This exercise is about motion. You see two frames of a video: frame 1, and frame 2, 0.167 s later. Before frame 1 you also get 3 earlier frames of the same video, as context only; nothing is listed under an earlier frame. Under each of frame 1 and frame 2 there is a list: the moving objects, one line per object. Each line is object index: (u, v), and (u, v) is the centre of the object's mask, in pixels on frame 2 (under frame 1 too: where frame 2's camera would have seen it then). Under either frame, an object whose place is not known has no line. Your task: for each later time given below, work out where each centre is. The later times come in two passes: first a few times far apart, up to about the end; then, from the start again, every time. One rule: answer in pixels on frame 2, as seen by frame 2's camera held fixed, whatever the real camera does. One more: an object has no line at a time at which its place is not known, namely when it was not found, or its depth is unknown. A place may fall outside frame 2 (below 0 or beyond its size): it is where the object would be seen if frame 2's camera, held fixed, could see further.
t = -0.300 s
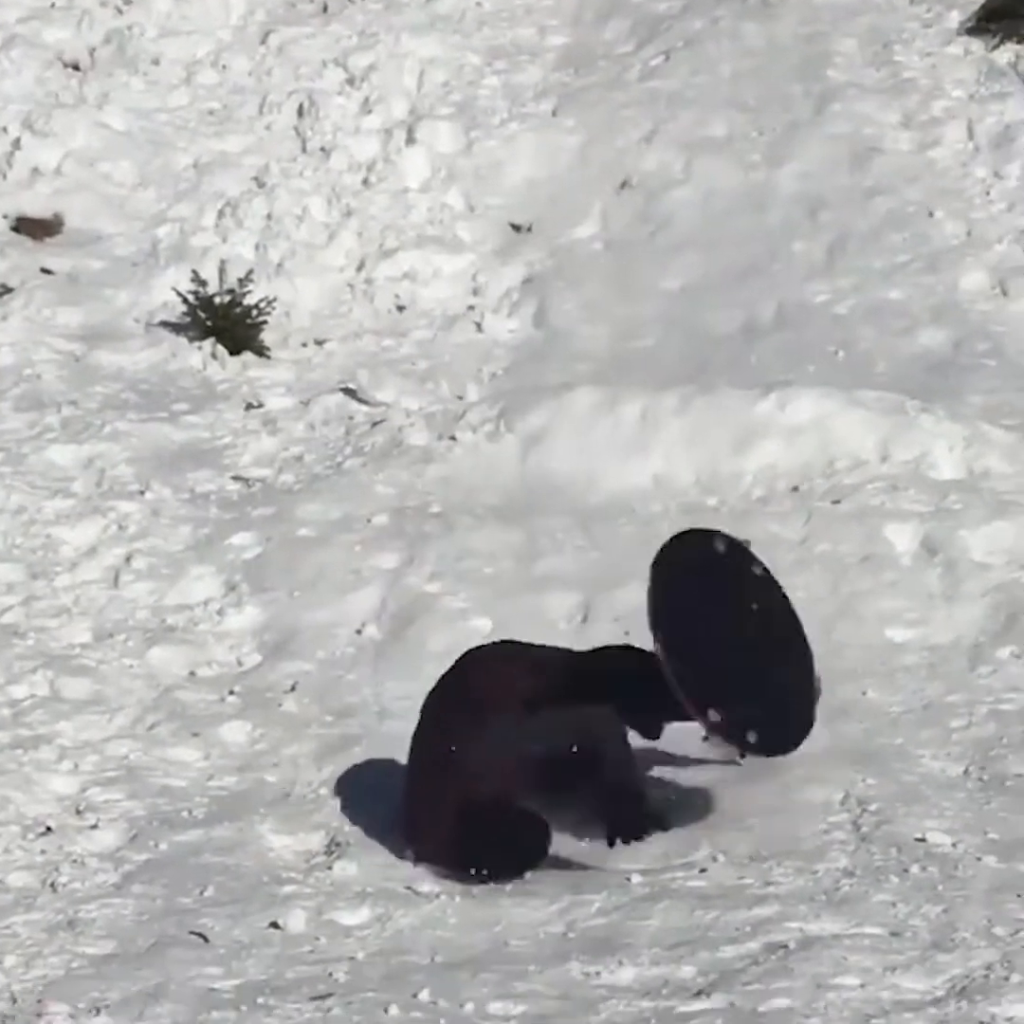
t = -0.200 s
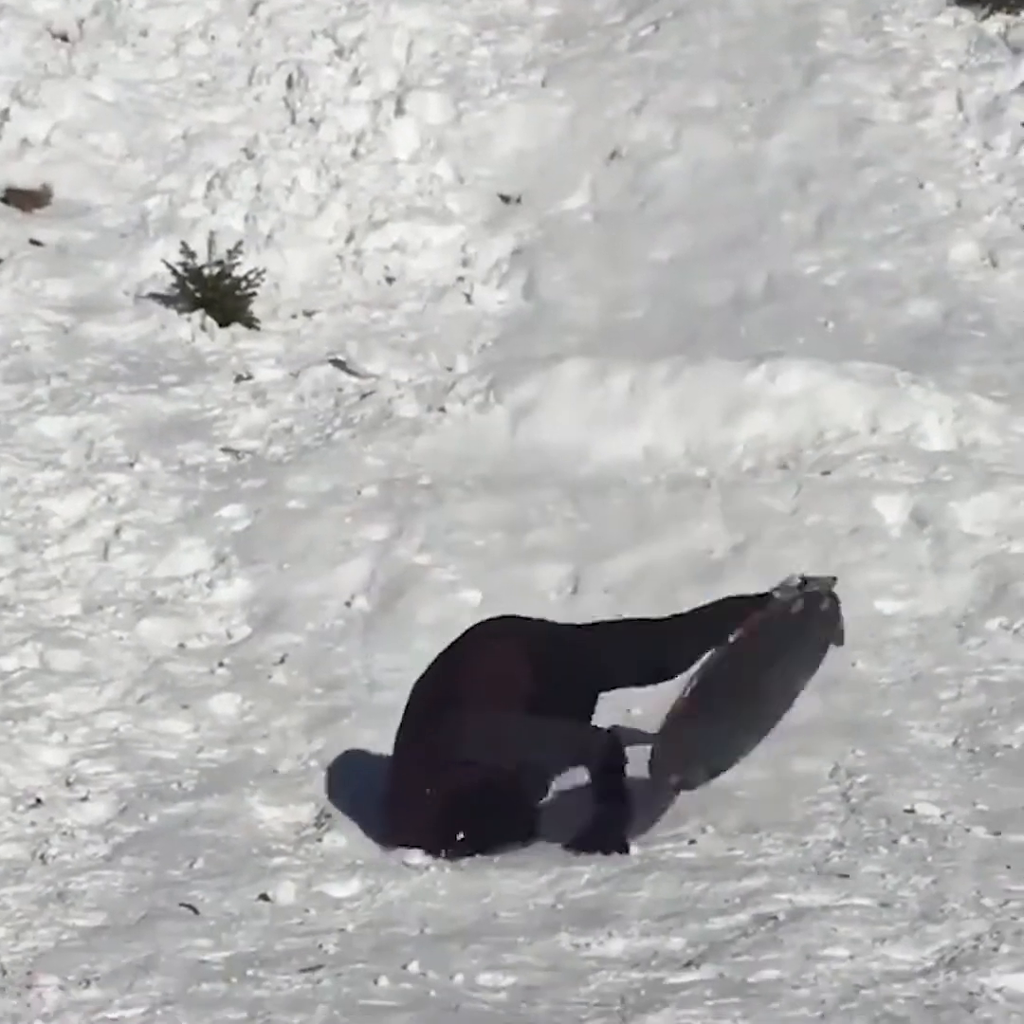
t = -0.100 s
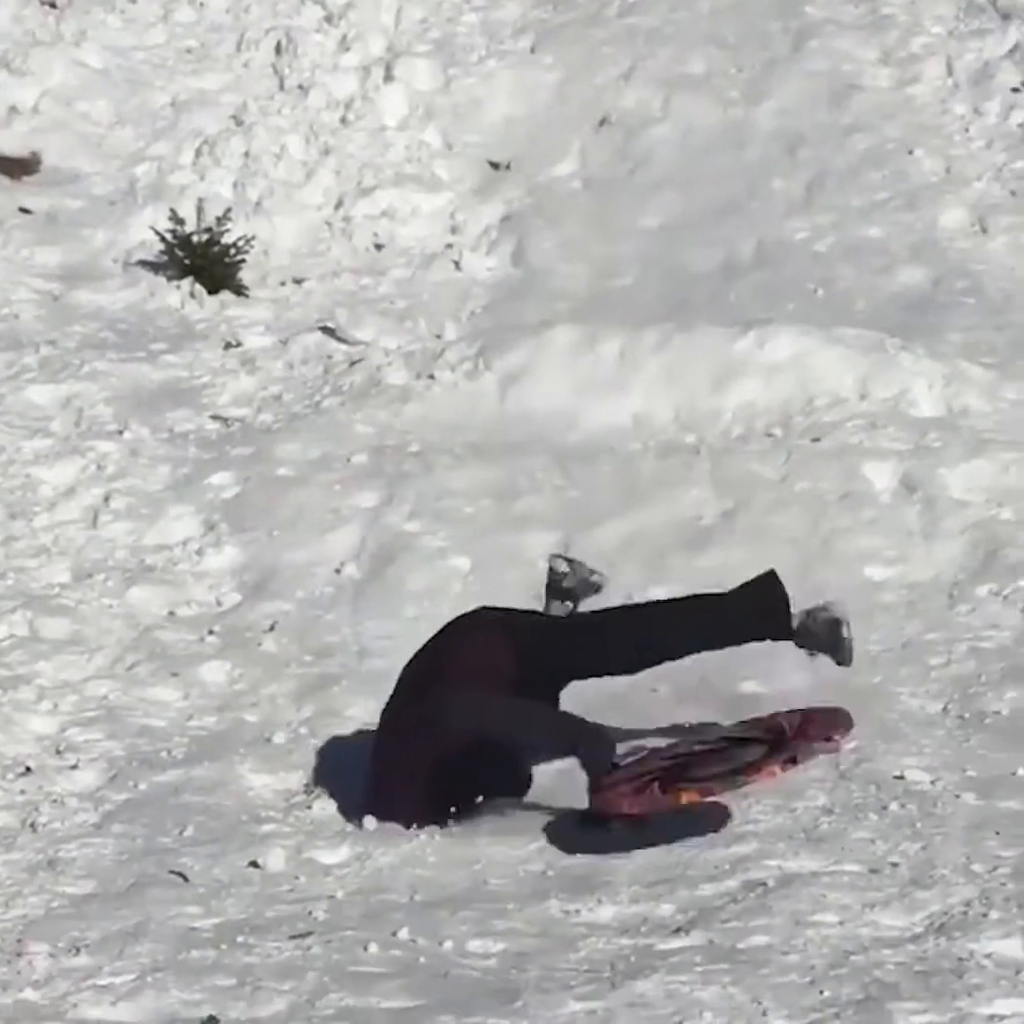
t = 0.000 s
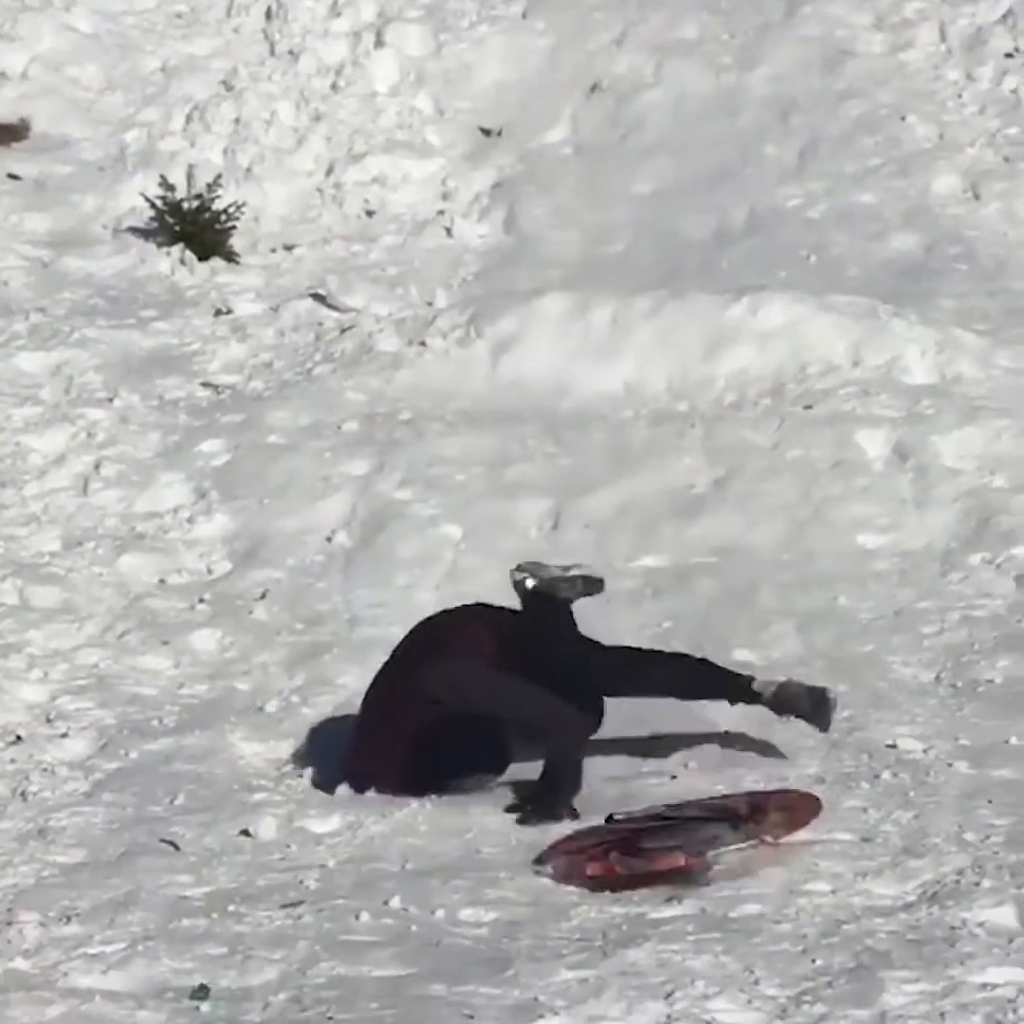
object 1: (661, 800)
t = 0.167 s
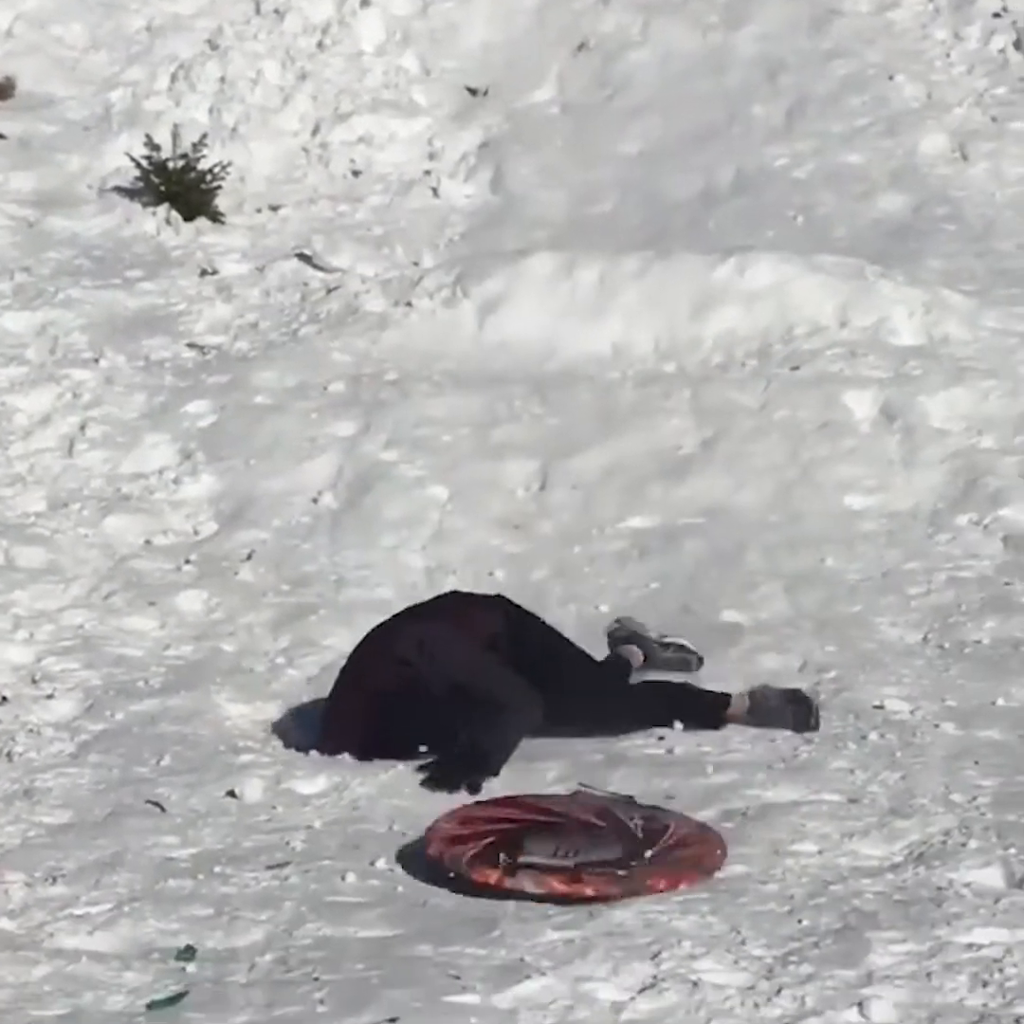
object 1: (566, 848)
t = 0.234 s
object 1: (537, 874)
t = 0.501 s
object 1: (385, 911)
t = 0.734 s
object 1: (234, 1003)
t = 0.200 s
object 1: (553, 861)
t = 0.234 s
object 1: (537, 874)
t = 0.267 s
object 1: (516, 884)
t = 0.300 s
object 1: (490, 890)
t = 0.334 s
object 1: (466, 898)
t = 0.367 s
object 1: (436, 904)
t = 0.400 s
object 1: (443, 896)
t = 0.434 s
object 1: (418, 896)
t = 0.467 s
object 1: (400, 902)
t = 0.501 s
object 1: (385, 911)
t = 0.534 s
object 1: (367, 923)
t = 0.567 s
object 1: (349, 938)
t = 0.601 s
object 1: (328, 956)
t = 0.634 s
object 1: (297, 974)
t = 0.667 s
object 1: (282, 981)
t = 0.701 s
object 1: (259, 991)
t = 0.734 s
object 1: (234, 1003)
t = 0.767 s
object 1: (210, 1013)
